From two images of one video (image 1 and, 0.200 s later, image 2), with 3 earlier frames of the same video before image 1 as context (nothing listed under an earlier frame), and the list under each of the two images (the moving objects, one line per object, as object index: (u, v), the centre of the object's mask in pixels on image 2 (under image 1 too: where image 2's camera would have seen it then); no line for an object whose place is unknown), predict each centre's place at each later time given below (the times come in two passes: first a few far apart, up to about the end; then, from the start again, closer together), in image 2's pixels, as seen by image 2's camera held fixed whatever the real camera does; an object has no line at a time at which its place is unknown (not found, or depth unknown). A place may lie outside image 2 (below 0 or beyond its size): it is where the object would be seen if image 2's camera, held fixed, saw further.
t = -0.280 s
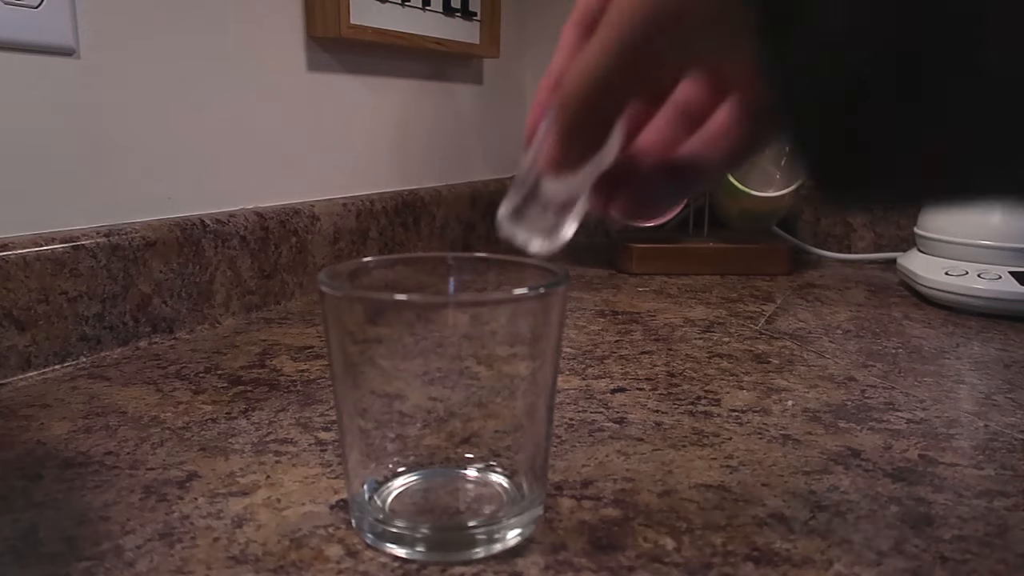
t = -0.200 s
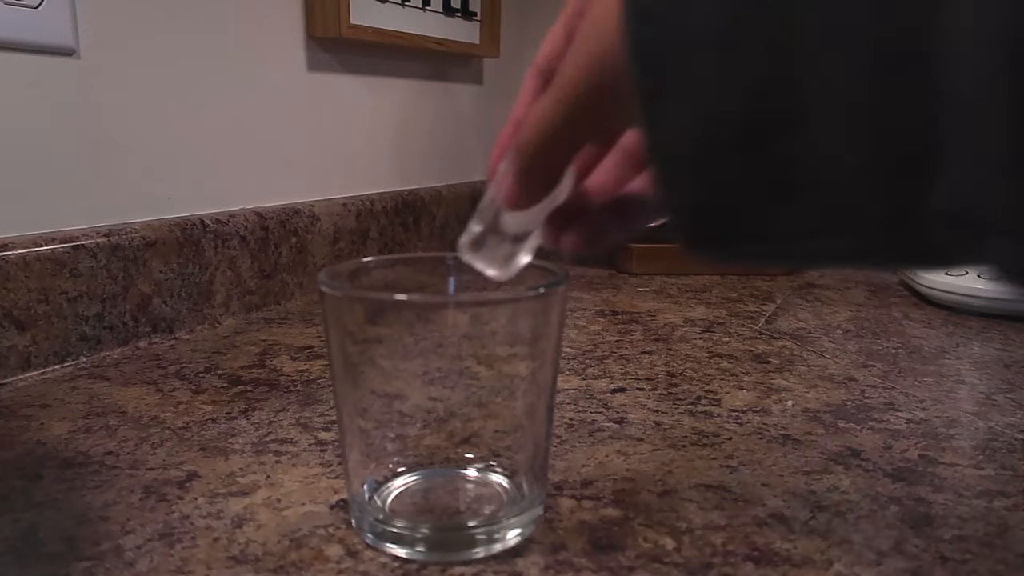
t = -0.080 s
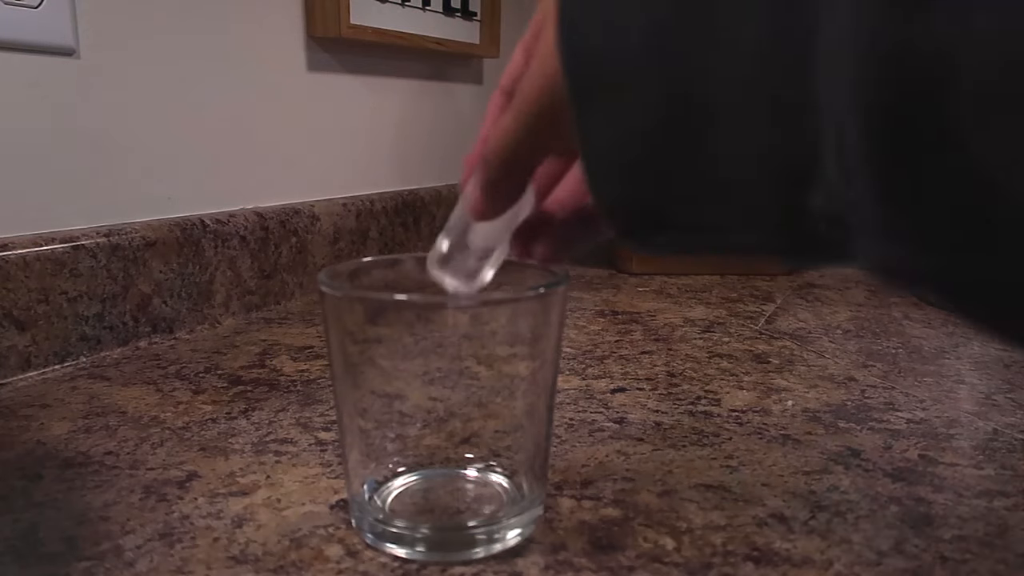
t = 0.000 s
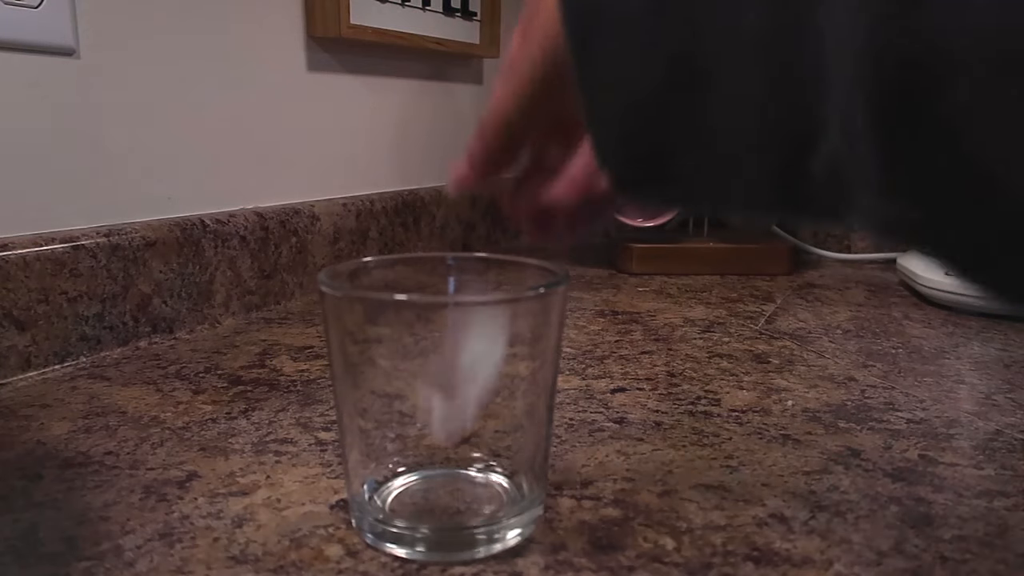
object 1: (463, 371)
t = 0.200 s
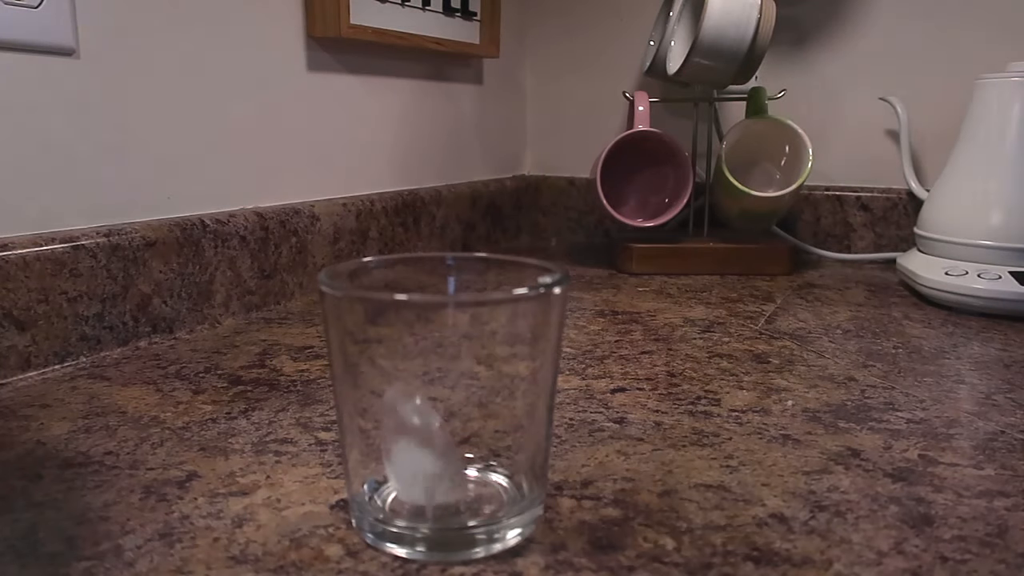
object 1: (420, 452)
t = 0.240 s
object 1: (421, 462)
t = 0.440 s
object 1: (470, 460)
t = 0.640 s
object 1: (442, 478)
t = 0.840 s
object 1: (440, 480)
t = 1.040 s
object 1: (440, 479)
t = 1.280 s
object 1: (438, 477)
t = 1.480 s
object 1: (439, 477)
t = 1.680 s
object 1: (439, 477)
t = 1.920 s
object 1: (439, 477)
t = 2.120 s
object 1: (439, 477)
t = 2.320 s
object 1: (439, 477)
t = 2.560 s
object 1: (439, 477)
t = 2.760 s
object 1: (439, 477)
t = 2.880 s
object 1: (439, 477)
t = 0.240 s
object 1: (421, 462)
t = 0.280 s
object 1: (443, 470)
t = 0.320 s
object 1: (461, 463)
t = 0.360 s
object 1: (469, 454)
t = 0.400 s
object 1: (472, 454)
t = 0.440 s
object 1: (470, 460)
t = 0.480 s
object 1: (465, 464)
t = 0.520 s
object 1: (460, 470)
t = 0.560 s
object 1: (453, 474)
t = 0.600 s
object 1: (449, 476)
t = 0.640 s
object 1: (442, 478)
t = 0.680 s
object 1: (439, 479)
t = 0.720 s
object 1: (438, 480)
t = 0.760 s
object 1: (439, 480)
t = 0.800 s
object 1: (440, 480)
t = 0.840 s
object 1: (440, 480)
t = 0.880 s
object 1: (440, 480)
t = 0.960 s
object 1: (440, 480)
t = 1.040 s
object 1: (440, 479)
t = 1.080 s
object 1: (440, 478)
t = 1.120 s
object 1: (439, 478)
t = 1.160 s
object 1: (439, 478)
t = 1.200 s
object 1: (439, 477)
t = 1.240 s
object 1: (439, 477)
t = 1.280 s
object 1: (438, 477)
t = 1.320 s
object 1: (439, 477)
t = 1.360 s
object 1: (439, 477)
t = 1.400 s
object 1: (439, 477)
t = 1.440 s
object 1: (439, 477)
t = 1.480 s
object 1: (439, 477)
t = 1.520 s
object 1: (439, 477)
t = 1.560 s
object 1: (439, 477)
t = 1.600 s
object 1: (439, 477)
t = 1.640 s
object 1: (439, 477)
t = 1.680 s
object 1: (439, 477)
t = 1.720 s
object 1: (439, 477)
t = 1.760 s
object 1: (439, 477)
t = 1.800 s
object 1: (439, 477)
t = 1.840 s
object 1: (439, 477)
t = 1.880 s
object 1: (439, 477)
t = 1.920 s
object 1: (439, 477)
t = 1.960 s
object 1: (439, 477)
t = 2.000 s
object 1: (439, 477)
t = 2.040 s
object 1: (439, 477)
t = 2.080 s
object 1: (439, 477)
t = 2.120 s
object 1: (439, 477)
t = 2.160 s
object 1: (439, 477)
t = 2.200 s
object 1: (439, 477)
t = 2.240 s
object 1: (439, 477)
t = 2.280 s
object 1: (439, 477)
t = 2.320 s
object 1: (439, 477)
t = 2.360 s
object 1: (439, 477)
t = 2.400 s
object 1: (438, 477)
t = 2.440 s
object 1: (438, 477)
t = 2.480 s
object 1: (439, 477)
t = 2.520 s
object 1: (439, 477)
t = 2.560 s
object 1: (439, 477)
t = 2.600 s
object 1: (439, 477)
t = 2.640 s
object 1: (439, 477)
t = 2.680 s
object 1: (439, 477)
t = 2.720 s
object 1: (439, 477)
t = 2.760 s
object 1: (439, 477)
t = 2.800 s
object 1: (439, 477)
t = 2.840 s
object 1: (439, 477)
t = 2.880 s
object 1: (439, 477)
